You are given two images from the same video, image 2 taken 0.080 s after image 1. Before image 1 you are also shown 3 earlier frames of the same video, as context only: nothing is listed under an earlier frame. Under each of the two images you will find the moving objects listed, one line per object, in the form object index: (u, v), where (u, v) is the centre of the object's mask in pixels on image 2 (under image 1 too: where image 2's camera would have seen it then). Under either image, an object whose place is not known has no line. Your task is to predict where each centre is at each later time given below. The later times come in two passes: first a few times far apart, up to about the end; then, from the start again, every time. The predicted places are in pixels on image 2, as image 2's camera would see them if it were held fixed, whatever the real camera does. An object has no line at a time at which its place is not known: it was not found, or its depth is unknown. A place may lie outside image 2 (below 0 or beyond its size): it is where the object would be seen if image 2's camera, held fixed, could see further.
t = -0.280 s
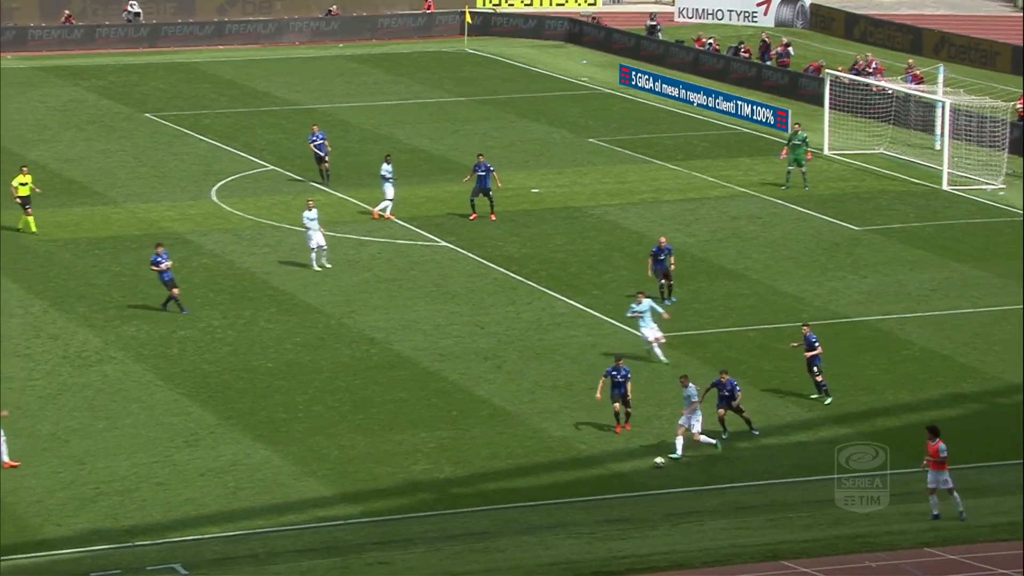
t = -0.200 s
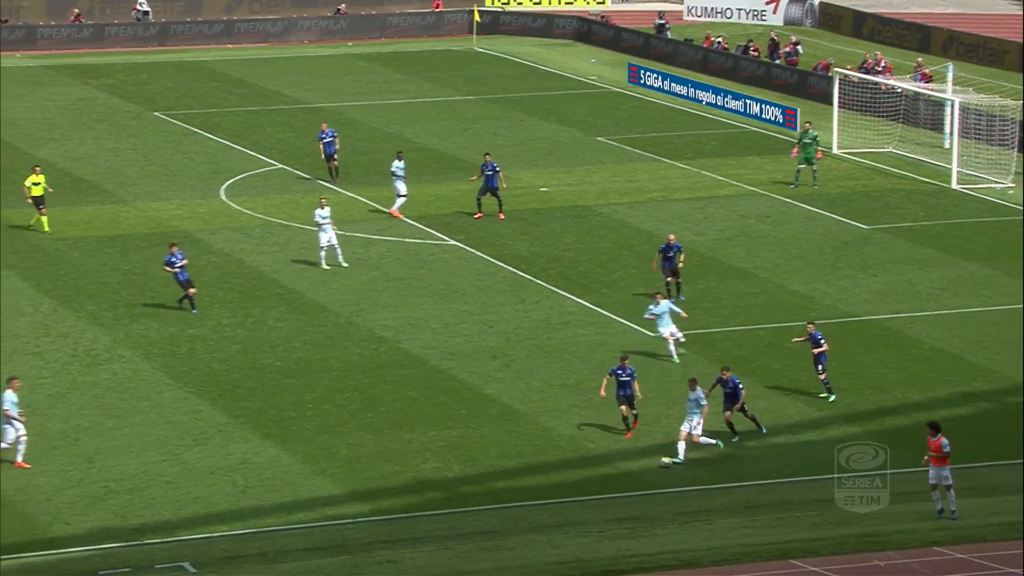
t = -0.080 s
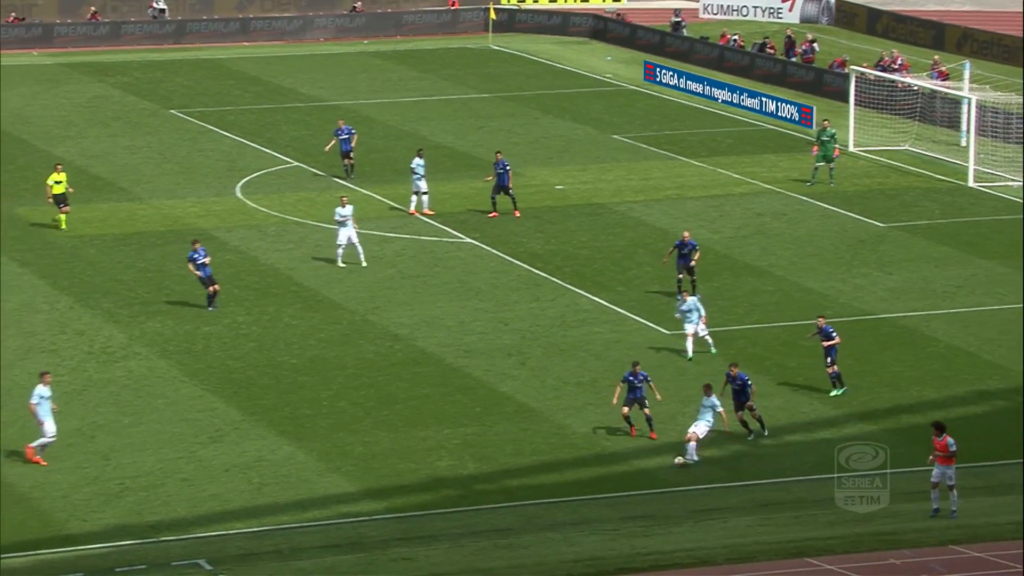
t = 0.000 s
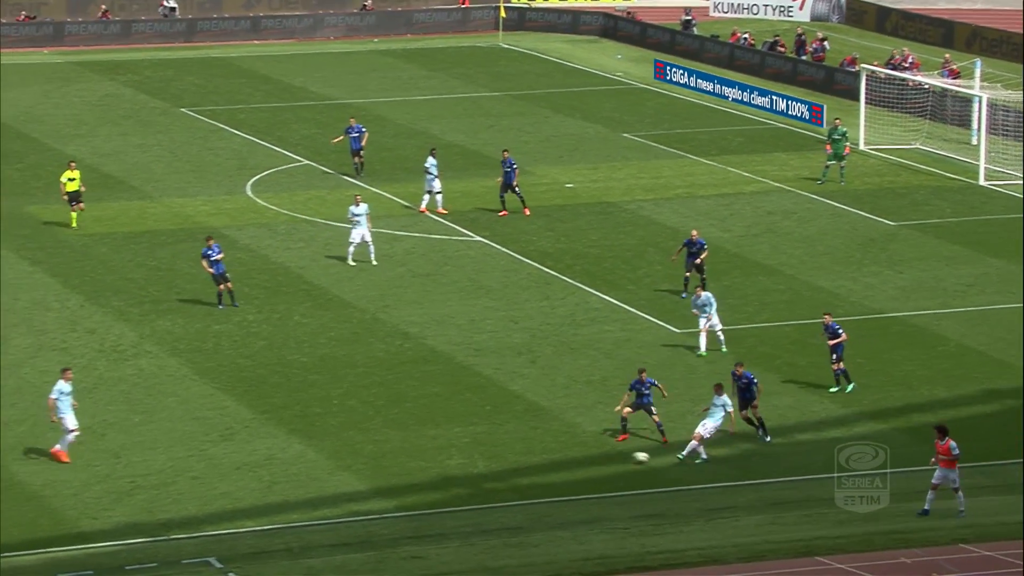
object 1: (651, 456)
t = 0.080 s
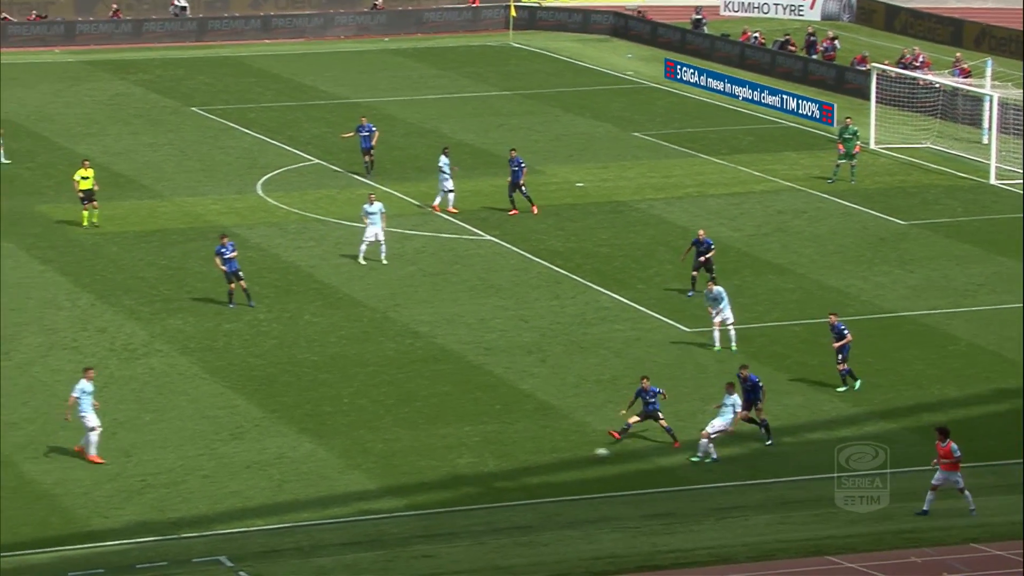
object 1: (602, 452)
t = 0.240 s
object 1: (509, 452)
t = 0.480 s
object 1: (390, 448)
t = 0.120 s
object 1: (576, 452)
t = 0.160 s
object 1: (553, 454)
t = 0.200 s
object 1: (529, 454)
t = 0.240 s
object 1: (509, 452)
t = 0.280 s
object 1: (488, 450)
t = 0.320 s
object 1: (467, 450)
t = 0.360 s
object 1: (446, 450)
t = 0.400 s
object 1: (426, 449)
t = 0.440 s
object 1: (408, 449)
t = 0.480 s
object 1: (390, 448)
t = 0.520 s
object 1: (372, 447)
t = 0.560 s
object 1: (355, 447)
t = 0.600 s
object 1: (339, 446)
